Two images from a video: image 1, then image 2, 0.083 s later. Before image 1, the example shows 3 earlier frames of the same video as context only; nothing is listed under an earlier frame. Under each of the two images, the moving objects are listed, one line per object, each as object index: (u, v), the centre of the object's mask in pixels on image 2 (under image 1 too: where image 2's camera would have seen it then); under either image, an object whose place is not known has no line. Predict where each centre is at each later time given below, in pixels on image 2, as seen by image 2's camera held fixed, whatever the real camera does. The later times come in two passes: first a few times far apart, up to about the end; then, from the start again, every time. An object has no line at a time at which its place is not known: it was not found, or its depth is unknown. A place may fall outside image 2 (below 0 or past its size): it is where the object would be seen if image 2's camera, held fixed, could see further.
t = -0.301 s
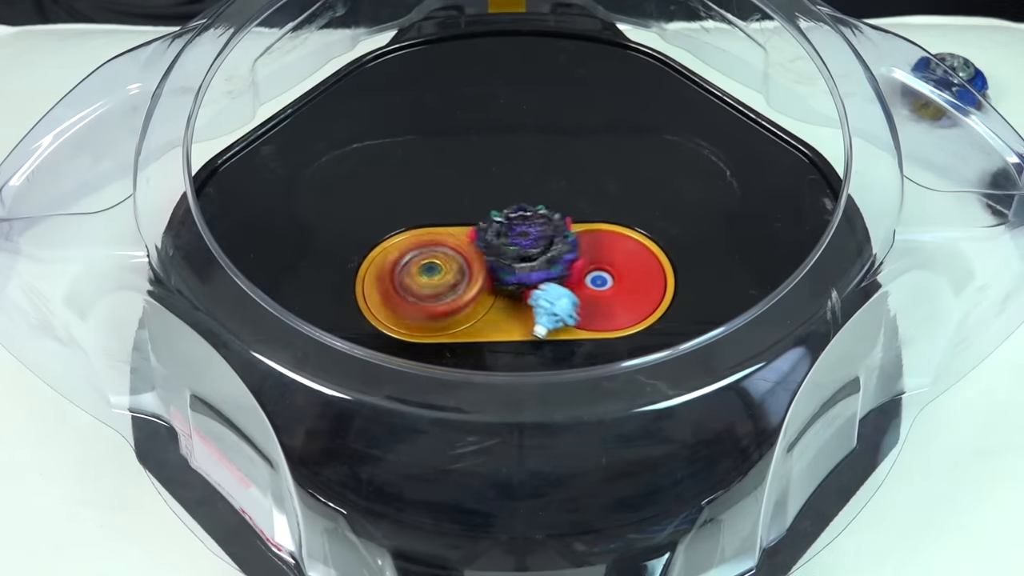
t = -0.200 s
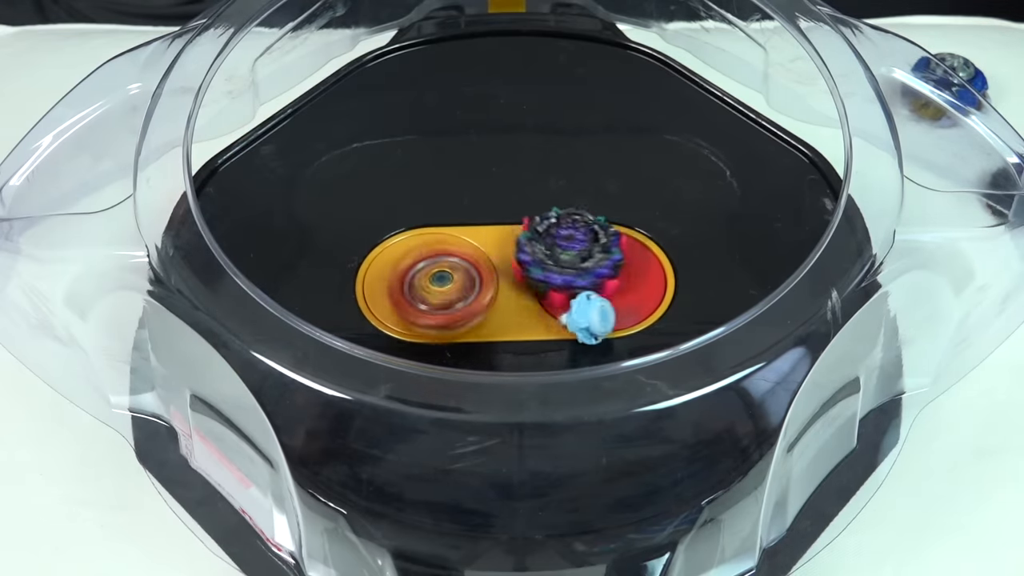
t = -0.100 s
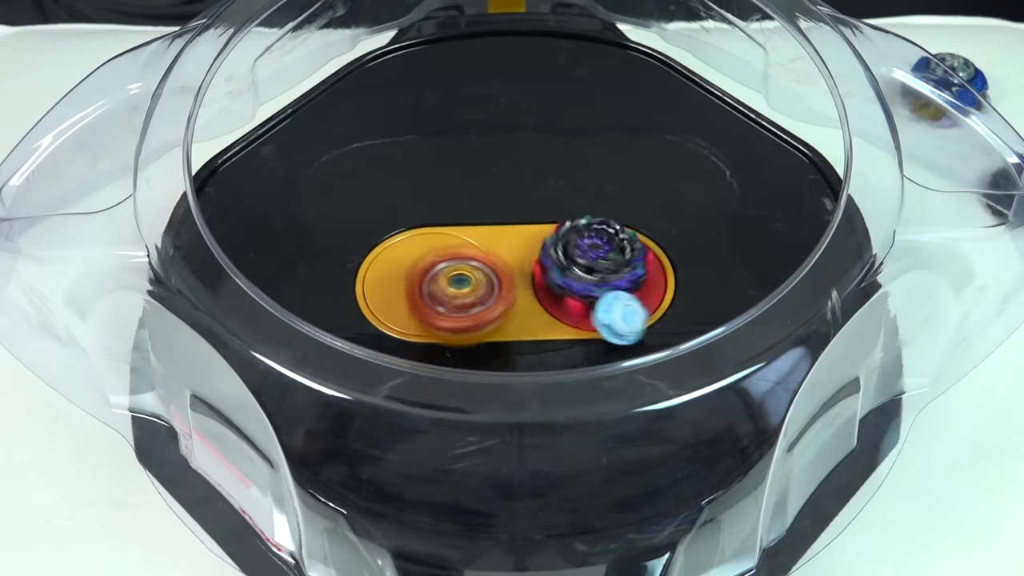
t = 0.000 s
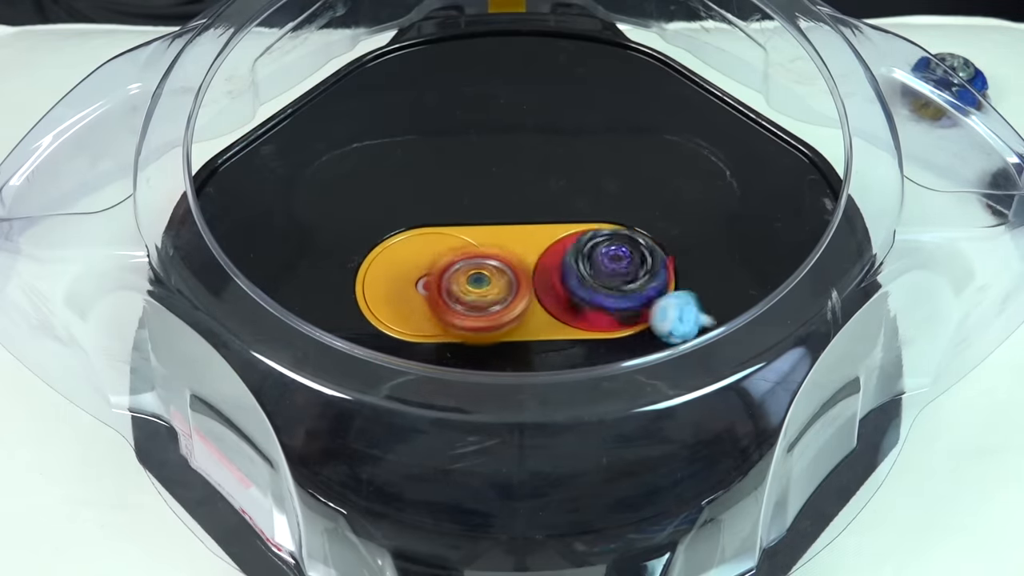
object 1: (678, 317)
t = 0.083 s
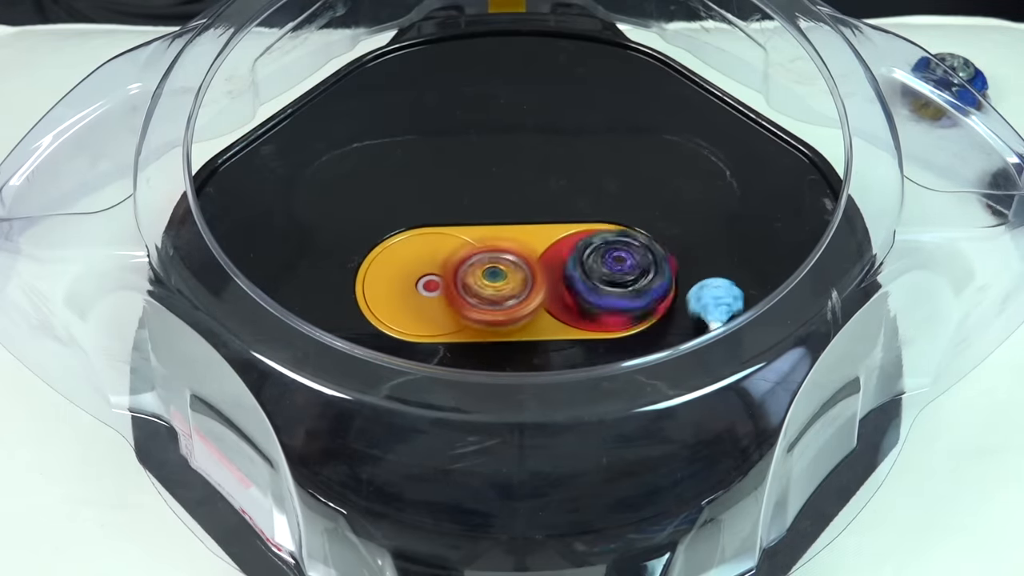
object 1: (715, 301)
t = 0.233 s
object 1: (774, 253)
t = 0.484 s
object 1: (823, 164)
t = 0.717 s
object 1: (718, 219)
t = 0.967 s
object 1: (675, 218)
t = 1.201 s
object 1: (675, 217)
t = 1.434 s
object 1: (671, 215)
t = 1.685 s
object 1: (671, 215)
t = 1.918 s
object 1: (671, 215)
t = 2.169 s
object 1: (671, 214)
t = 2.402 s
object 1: (672, 213)
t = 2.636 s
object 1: (672, 213)
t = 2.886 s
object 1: (673, 213)
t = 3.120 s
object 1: (673, 212)
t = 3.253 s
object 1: (674, 212)
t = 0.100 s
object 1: (718, 300)
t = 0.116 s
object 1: (720, 299)
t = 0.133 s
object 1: (721, 297)
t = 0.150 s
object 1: (720, 296)
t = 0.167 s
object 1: (719, 295)
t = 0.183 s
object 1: (717, 294)
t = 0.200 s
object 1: (731, 286)
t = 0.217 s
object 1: (750, 271)
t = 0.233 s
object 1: (774, 253)
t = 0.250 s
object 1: (794, 239)
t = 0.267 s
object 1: (816, 231)
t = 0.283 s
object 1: (831, 221)
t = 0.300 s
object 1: (842, 210)
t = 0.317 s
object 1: (840, 194)
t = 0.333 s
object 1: (843, 184)
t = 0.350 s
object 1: (844, 175)
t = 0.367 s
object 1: (844, 174)
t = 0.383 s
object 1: (842, 173)
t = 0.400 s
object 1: (841, 171)
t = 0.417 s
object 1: (839, 167)
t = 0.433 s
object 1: (835, 165)
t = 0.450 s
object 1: (828, 164)
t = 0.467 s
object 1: (826, 163)
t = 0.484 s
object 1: (823, 164)
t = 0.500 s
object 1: (819, 167)
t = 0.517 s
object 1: (813, 169)
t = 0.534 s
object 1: (805, 169)
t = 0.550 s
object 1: (797, 170)
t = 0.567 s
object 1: (790, 171)
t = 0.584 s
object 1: (781, 174)
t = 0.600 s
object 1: (773, 177)
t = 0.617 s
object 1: (765, 182)
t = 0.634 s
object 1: (757, 187)
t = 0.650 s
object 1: (750, 192)
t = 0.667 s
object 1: (744, 197)
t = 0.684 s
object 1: (736, 205)
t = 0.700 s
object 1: (727, 212)
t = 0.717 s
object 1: (718, 219)
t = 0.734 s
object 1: (709, 224)
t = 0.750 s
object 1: (701, 227)
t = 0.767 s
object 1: (693, 227)
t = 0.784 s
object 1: (689, 225)
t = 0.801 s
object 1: (686, 222)
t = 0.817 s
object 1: (682, 221)
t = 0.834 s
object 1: (680, 219)
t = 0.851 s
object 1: (678, 219)
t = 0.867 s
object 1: (676, 218)
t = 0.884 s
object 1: (675, 218)
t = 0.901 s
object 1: (675, 218)
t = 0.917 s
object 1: (675, 218)
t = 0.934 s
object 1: (675, 218)
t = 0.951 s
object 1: (675, 218)
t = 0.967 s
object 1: (675, 218)
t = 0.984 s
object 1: (675, 218)
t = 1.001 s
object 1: (675, 218)
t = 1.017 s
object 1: (675, 218)
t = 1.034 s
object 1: (675, 218)
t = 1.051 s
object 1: (675, 218)
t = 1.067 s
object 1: (675, 217)
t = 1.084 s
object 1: (675, 218)
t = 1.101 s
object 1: (675, 217)
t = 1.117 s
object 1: (675, 217)
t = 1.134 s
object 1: (675, 218)
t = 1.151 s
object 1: (675, 217)
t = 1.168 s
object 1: (675, 217)
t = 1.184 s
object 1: (675, 217)
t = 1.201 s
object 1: (675, 217)
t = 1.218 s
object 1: (675, 218)
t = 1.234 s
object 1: (674, 219)
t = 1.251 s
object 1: (674, 219)
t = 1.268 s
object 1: (673, 220)
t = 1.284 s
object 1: (672, 221)
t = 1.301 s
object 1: (672, 221)
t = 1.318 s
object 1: (673, 218)
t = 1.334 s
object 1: (673, 215)
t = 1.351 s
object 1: (674, 213)
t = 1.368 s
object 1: (675, 212)
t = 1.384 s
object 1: (675, 212)
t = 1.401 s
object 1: (674, 212)
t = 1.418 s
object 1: (673, 213)
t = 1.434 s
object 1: (671, 215)
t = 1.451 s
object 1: (670, 215)
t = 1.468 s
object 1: (670, 215)
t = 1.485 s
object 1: (670, 215)
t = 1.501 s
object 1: (671, 215)
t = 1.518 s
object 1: (671, 215)
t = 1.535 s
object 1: (671, 215)
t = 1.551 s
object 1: (671, 215)
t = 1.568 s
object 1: (671, 215)
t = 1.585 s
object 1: (671, 215)
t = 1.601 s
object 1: (671, 215)
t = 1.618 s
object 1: (671, 215)
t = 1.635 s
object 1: (671, 215)
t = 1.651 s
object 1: (671, 215)
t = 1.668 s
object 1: (671, 215)
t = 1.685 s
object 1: (671, 215)
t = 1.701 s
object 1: (671, 215)
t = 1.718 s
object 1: (671, 215)
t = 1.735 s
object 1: (671, 214)
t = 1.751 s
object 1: (671, 215)
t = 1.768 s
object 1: (671, 215)
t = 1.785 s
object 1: (671, 214)
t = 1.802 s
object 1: (671, 215)
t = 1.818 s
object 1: (671, 215)
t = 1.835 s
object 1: (671, 215)
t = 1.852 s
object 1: (671, 215)
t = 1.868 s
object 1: (671, 215)
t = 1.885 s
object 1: (671, 215)
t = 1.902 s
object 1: (671, 215)
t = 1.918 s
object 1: (671, 215)
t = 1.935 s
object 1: (671, 215)
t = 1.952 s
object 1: (671, 215)
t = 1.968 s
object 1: (671, 214)
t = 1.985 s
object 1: (671, 214)
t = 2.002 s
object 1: (671, 214)
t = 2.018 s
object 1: (671, 214)
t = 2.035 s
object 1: (671, 214)
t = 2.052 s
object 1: (671, 214)
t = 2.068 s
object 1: (671, 214)
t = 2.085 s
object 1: (671, 214)
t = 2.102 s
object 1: (671, 214)
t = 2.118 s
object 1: (671, 214)
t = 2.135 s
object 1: (671, 214)
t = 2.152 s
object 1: (671, 214)
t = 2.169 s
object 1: (671, 214)
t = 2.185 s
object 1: (672, 214)
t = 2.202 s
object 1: (671, 214)
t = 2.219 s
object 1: (672, 214)
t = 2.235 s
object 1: (671, 214)
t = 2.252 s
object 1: (671, 214)
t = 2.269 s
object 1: (671, 214)
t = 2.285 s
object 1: (672, 214)
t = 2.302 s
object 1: (671, 214)
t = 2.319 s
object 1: (671, 214)
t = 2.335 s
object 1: (672, 214)
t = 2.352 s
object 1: (672, 214)
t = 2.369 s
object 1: (672, 213)
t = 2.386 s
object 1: (672, 213)
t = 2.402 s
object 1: (672, 213)
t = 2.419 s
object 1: (672, 214)
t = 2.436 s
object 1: (672, 213)
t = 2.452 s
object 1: (672, 213)
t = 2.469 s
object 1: (672, 213)
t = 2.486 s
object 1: (672, 213)
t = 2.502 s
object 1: (672, 213)
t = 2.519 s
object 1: (672, 213)
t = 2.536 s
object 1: (672, 213)
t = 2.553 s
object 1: (672, 213)
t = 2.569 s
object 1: (672, 213)
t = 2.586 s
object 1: (672, 213)
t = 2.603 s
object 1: (672, 213)
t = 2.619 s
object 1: (672, 213)
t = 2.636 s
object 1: (672, 213)
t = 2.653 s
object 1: (672, 213)
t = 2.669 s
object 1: (672, 213)
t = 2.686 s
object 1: (672, 213)
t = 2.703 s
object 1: (672, 213)
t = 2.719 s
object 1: (672, 213)
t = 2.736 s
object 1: (672, 213)
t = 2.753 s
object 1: (672, 213)
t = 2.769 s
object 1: (672, 213)
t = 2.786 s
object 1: (672, 213)
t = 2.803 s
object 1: (672, 213)
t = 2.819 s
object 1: (673, 213)
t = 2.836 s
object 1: (673, 213)
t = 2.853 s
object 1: (673, 213)
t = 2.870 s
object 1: (673, 213)
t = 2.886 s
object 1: (673, 213)
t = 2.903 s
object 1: (673, 213)
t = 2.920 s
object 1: (673, 213)
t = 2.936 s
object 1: (673, 212)
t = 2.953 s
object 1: (673, 212)
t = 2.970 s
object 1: (673, 213)
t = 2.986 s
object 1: (673, 212)
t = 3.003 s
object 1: (673, 213)
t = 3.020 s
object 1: (673, 212)
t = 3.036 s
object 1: (673, 212)
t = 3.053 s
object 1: (673, 212)
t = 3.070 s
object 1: (673, 213)
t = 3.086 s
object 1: (673, 212)
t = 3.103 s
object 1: (673, 212)
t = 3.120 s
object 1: (673, 212)
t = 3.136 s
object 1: (673, 213)
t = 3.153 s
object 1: (673, 212)
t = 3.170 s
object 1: (673, 212)
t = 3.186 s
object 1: (673, 212)
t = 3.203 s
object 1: (674, 212)
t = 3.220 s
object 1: (674, 212)
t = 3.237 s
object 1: (673, 212)
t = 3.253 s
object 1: (674, 212)
